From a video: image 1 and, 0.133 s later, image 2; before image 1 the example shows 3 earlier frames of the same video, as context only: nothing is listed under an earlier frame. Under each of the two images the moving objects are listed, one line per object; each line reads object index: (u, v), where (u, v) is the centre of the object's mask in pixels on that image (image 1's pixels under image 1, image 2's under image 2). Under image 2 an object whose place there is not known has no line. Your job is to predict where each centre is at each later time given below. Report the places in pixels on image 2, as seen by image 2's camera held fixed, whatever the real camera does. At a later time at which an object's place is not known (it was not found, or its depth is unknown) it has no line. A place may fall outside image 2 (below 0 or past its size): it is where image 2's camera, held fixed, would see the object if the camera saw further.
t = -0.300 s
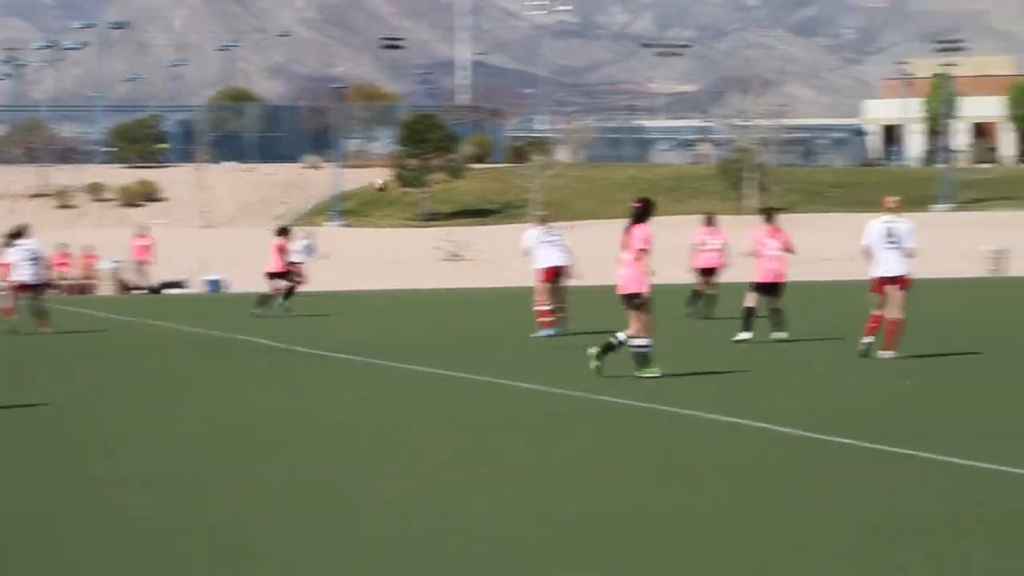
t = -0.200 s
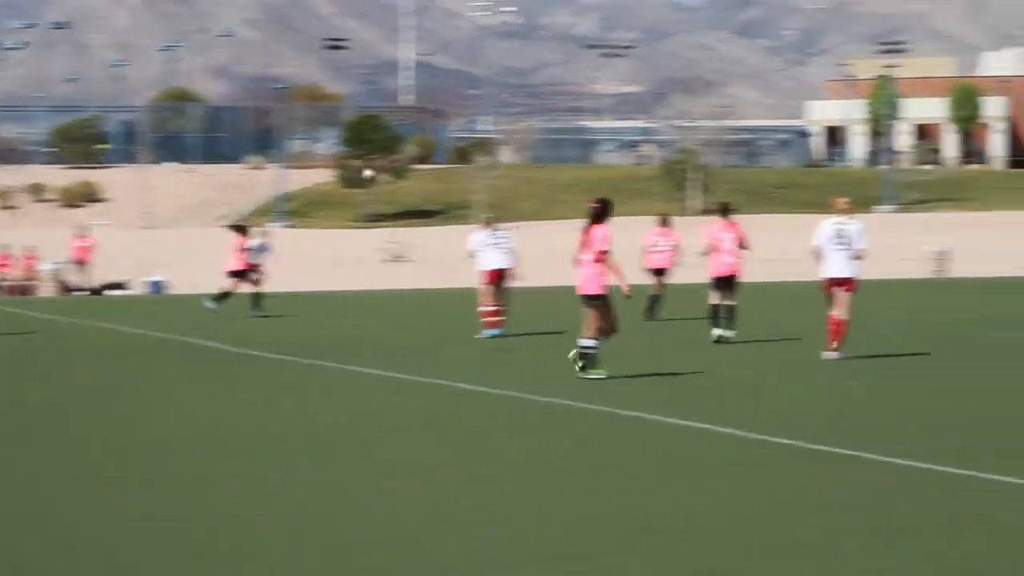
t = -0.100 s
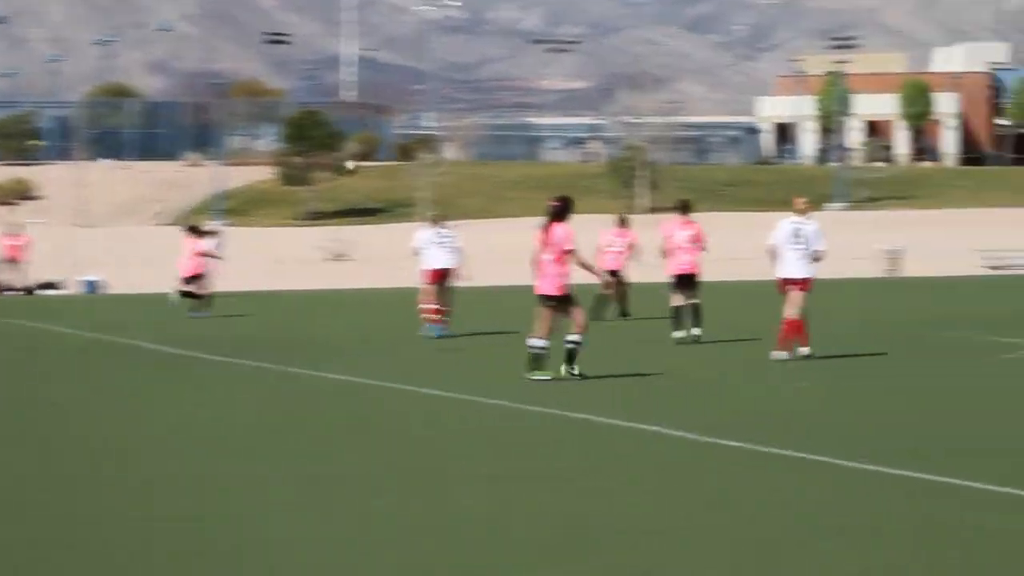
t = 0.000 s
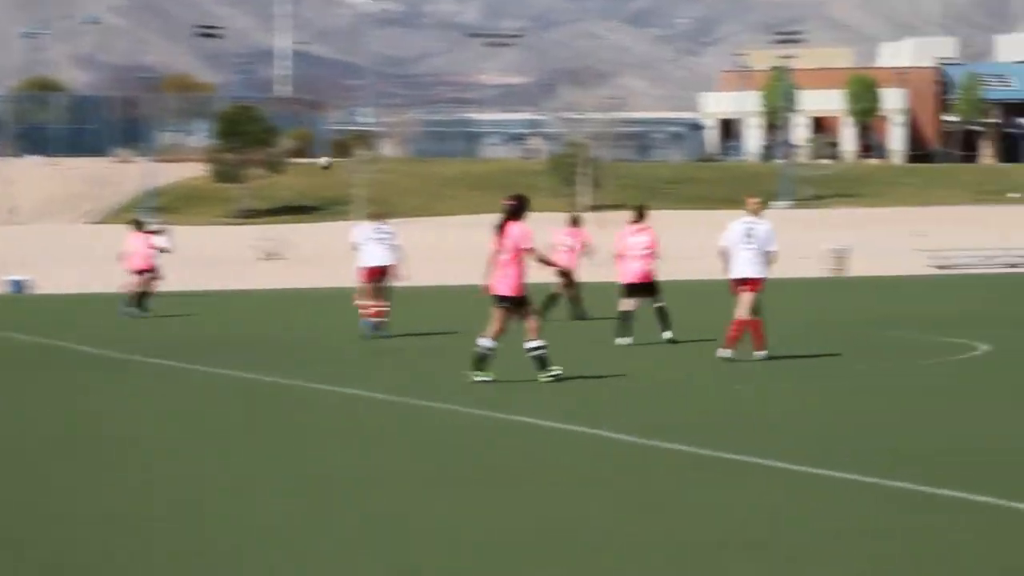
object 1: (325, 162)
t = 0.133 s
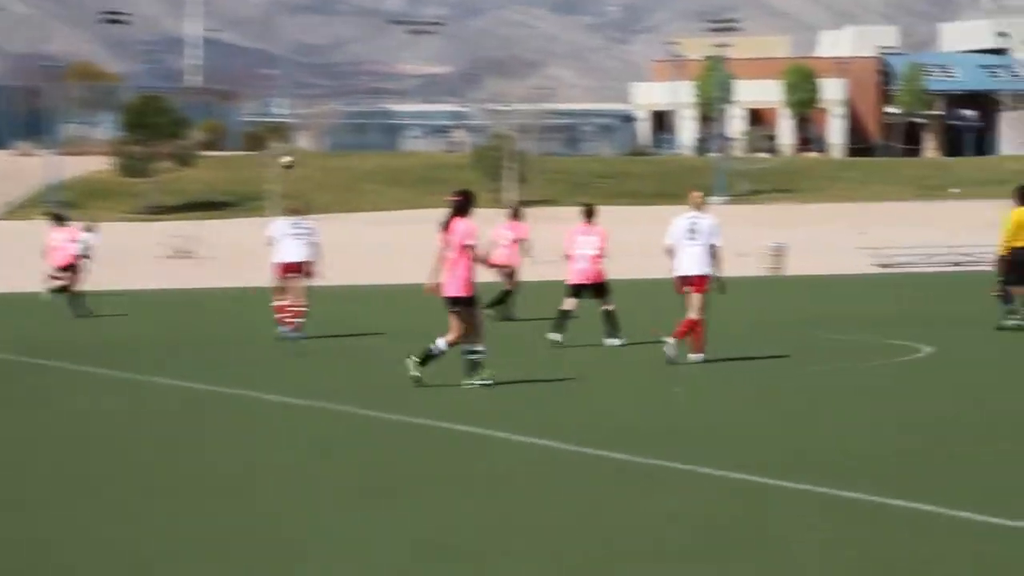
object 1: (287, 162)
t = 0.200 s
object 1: (309, 168)
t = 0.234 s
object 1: (319, 172)
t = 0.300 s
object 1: (336, 181)
